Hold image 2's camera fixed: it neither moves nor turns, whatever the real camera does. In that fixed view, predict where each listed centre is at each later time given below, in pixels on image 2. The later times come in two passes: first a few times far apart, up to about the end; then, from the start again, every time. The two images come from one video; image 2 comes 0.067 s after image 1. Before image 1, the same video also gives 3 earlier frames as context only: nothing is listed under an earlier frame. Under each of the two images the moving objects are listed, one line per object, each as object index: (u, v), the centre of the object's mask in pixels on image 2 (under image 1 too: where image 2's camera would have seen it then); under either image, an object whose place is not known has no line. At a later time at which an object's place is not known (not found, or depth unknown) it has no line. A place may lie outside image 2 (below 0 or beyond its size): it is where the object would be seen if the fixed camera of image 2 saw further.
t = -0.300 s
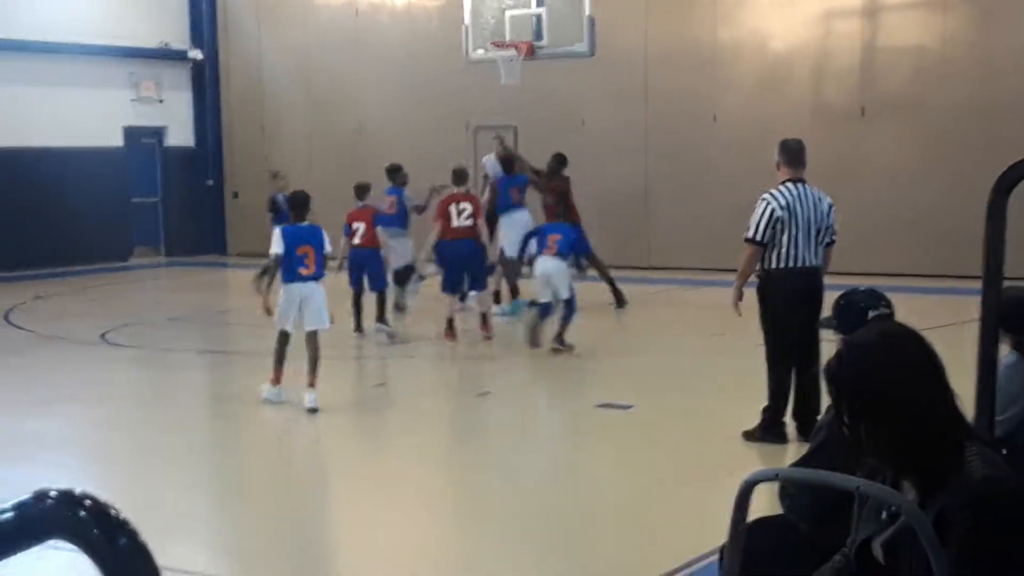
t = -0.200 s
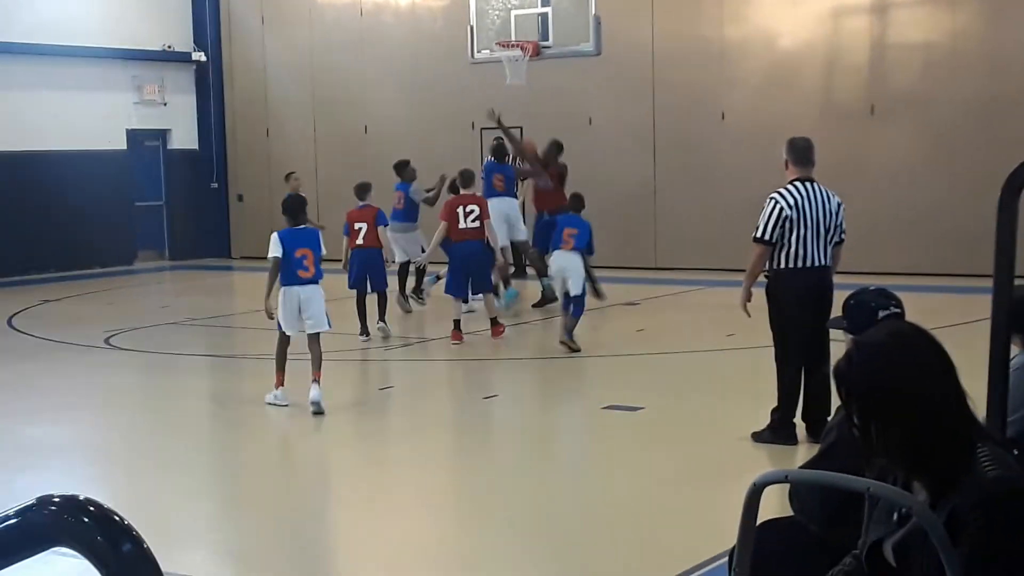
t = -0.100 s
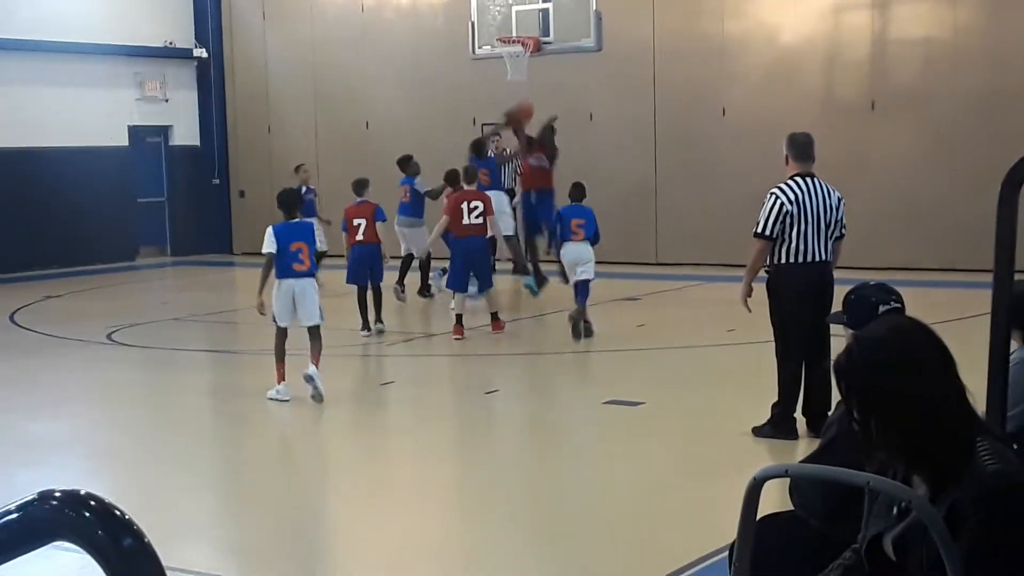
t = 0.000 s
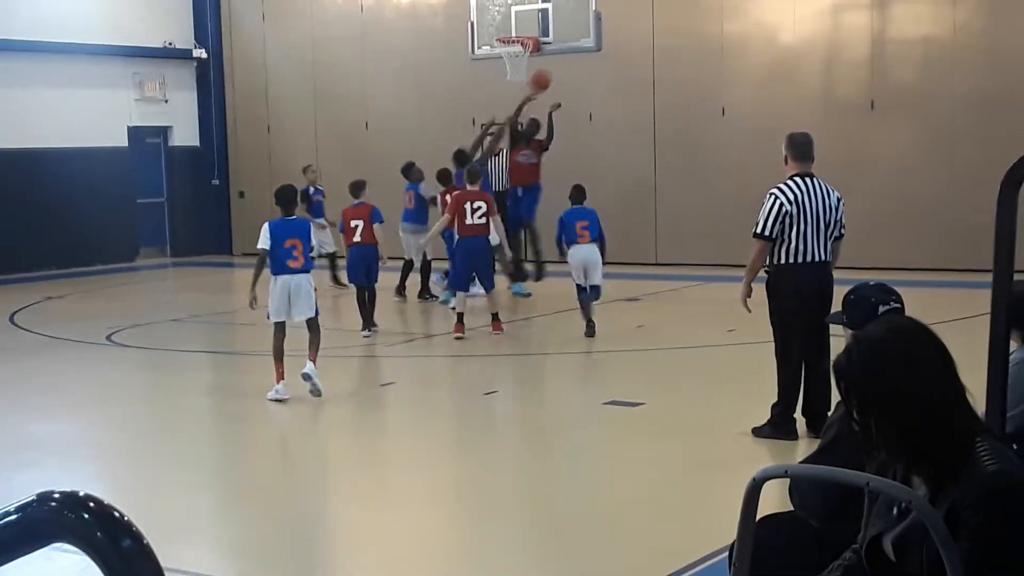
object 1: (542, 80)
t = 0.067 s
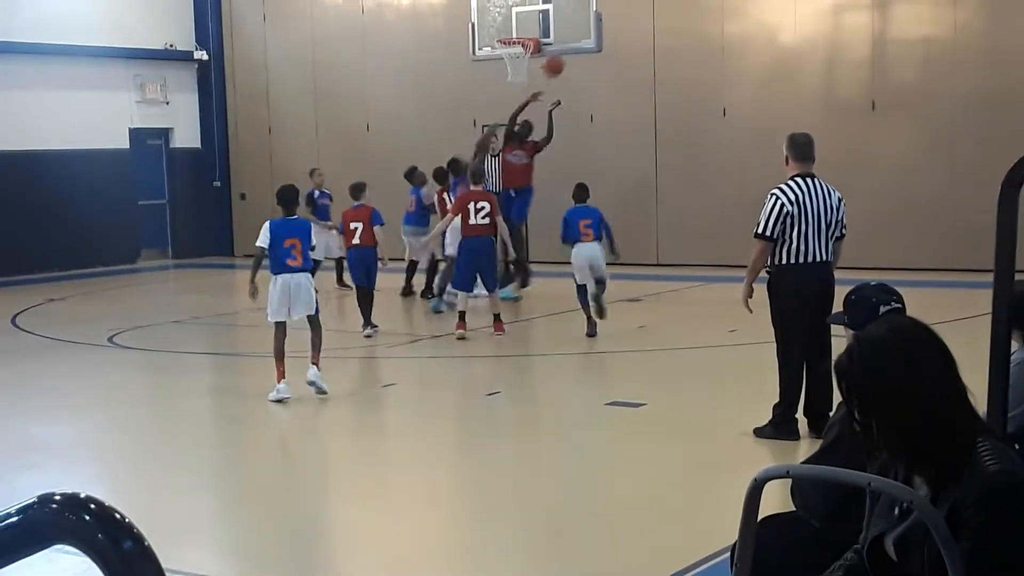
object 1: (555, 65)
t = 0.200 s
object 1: (579, 44)
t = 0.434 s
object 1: (620, 47)
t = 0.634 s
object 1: (663, 90)
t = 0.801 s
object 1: (696, 150)
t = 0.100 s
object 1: (561, 59)
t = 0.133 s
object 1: (567, 52)
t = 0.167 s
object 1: (573, 47)
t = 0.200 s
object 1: (579, 44)
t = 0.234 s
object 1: (586, 42)
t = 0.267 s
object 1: (593, 41)
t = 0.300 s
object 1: (599, 39)
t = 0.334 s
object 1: (604, 39)
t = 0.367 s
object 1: (607, 42)
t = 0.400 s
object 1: (613, 46)
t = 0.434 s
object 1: (620, 47)
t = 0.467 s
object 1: (626, 52)
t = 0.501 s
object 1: (634, 57)
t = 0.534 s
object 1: (643, 61)
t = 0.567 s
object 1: (649, 70)
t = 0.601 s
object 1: (656, 79)
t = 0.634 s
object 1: (663, 90)
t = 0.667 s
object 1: (668, 100)
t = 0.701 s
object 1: (675, 113)
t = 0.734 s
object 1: (682, 123)
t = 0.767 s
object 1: (689, 137)
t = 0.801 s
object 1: (696, 150)
